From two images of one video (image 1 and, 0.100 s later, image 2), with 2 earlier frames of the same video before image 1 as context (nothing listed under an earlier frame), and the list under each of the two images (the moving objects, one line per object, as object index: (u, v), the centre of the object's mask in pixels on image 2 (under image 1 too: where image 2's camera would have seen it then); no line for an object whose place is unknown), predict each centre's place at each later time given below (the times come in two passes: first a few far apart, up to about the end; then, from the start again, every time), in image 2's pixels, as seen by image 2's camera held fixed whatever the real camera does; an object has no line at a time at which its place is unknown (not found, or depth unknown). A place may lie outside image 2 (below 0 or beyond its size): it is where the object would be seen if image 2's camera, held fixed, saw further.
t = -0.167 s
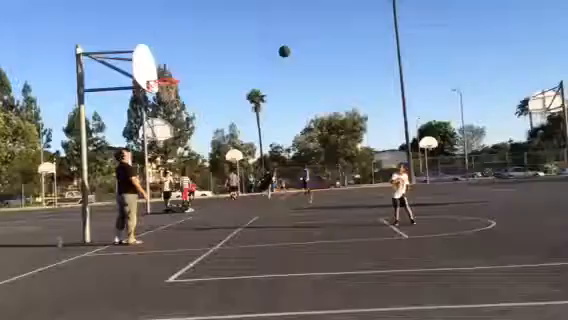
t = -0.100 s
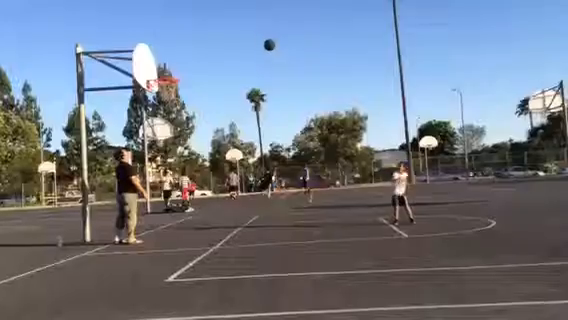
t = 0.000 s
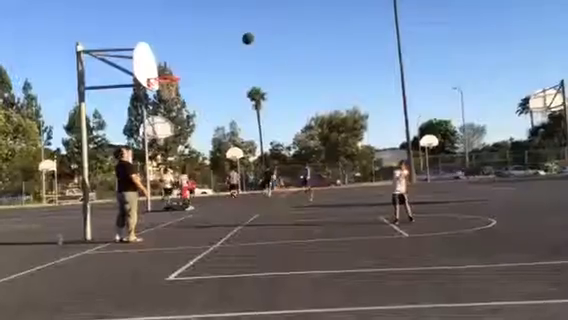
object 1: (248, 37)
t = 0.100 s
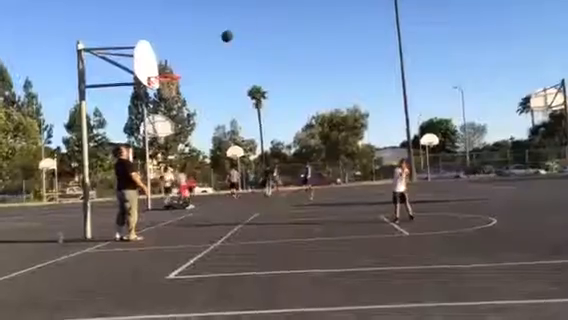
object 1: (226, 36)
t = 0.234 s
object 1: (197, 43)
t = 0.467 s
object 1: (152, 68)
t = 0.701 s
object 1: (166, 49)
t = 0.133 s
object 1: (219, 36)
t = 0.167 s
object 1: (212, 38)
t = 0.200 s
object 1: (204, 40)
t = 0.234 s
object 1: (197, 43)
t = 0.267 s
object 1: (191, 46)
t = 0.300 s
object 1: (183, 50)
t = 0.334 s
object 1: (177, 54)
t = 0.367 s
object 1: (169, 58)
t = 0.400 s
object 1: (163, 65)
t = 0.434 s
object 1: (155, 69)
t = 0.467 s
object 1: (152, 68)
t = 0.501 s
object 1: (153, 64)
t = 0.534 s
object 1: (156, 59)
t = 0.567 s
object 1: (159, 56)
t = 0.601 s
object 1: (160, 53)
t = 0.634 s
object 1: (162, 51)
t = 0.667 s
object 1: (164, 50)
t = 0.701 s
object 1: (166, 49)
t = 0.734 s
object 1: (168, 49)
